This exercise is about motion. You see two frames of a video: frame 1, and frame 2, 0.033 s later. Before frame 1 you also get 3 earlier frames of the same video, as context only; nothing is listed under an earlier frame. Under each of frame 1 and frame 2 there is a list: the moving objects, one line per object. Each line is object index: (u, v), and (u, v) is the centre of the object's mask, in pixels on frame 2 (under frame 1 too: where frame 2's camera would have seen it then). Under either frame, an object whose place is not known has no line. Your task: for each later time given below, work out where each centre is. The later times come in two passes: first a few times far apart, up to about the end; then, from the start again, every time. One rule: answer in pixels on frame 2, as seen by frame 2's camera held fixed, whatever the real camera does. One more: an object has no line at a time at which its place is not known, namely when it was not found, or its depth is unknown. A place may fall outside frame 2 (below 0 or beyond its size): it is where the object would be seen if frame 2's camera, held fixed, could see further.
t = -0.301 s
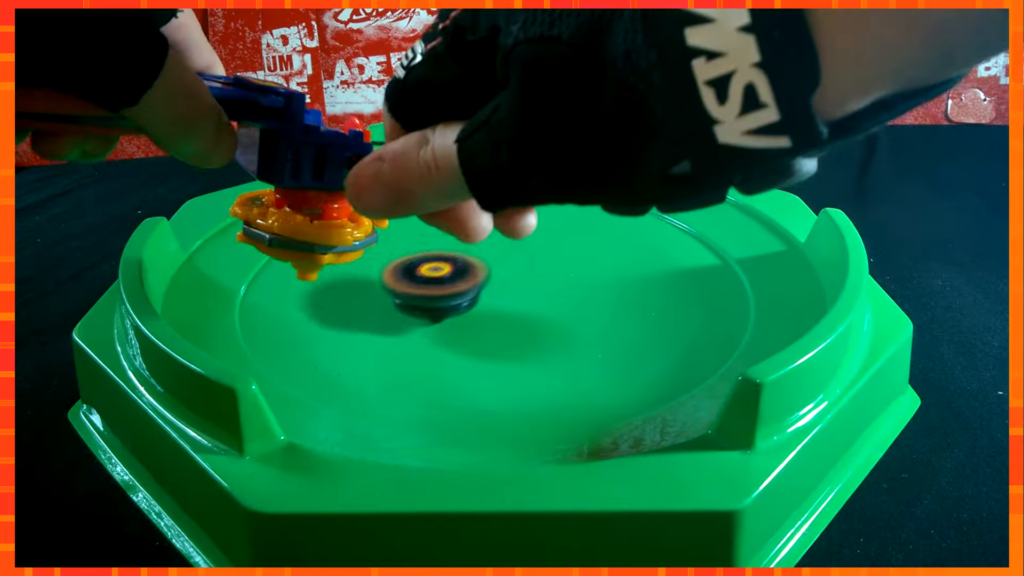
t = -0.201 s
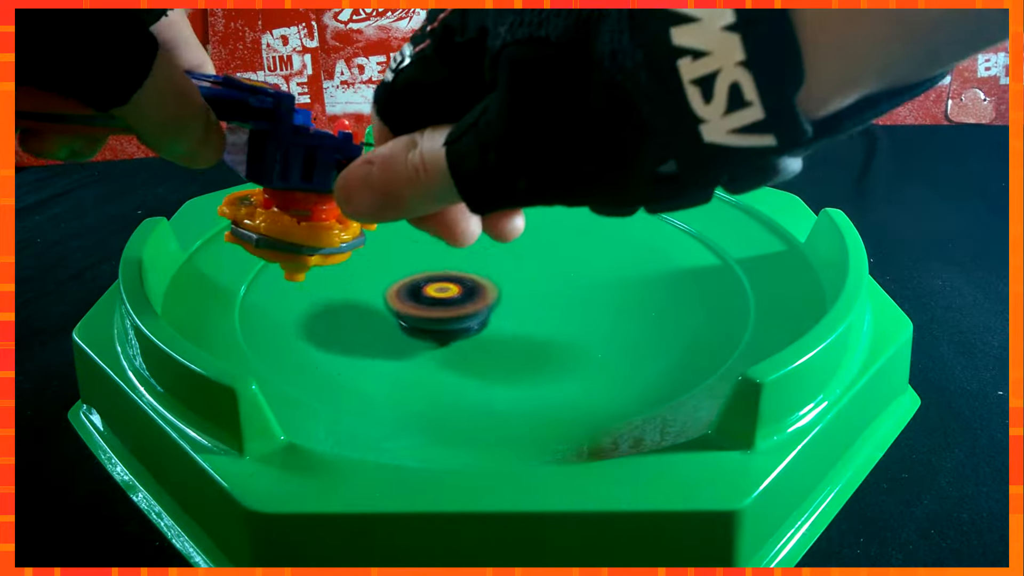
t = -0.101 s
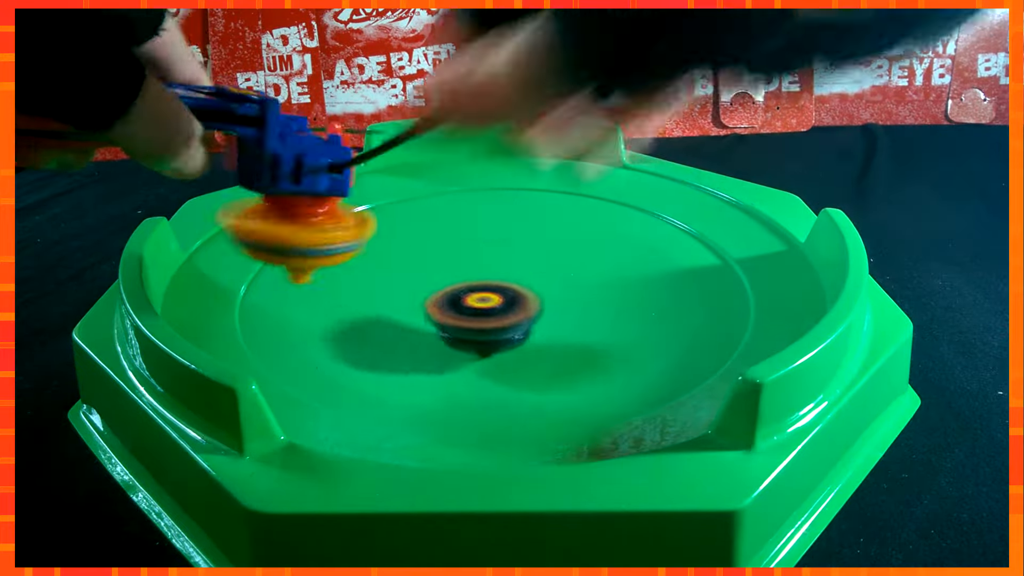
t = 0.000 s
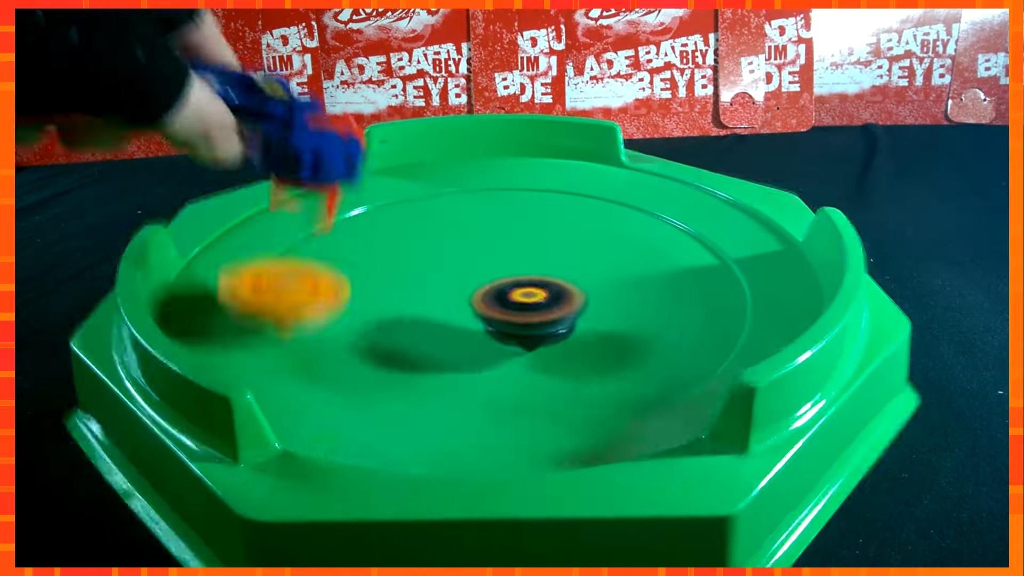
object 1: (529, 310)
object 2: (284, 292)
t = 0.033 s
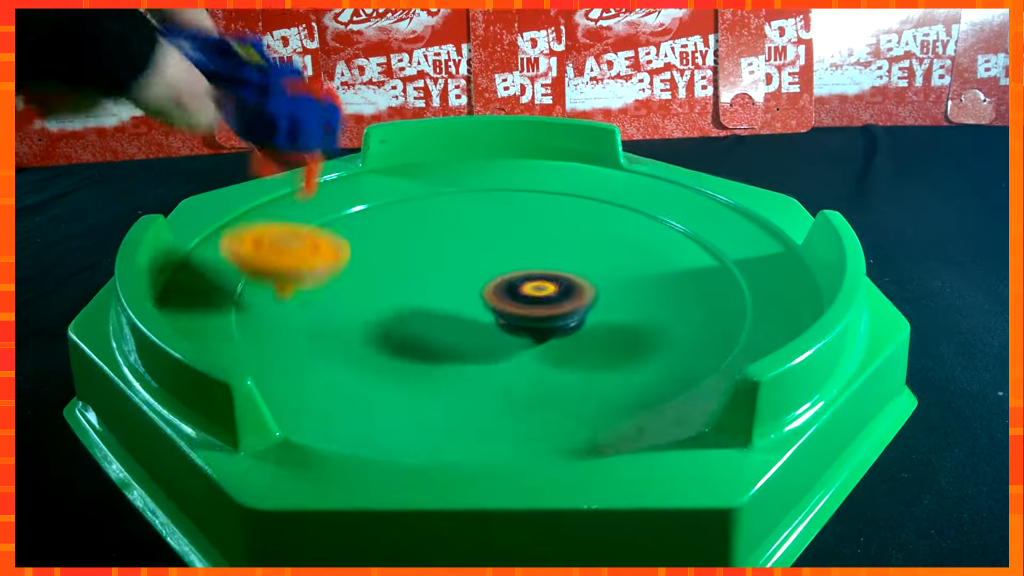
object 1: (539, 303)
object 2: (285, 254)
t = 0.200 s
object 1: (543, 274)
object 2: (323, 234)
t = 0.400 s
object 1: (465, 264)
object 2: (334, 243)
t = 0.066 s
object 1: (548, 298)
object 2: (288, 234)
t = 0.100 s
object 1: (550, 292)
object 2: (295, 240)
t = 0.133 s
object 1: (549, 287)
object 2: (304, 244)
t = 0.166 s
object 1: (548, 280)
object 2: (314, 238)
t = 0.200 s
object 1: (543, 274)
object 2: (323, 234)
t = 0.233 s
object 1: (533, 269)
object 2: (331, 233)
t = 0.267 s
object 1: (521, 265)
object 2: (336, 233)
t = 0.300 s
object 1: (507, 263)
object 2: (339, 234)
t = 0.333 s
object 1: (493, 262)
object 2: (340, 237)
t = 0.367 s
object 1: (479, 263)
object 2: (338, 240)
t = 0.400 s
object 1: (465, 264)
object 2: (334, 243)
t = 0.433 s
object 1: (453, 267)
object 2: (328, 246)
